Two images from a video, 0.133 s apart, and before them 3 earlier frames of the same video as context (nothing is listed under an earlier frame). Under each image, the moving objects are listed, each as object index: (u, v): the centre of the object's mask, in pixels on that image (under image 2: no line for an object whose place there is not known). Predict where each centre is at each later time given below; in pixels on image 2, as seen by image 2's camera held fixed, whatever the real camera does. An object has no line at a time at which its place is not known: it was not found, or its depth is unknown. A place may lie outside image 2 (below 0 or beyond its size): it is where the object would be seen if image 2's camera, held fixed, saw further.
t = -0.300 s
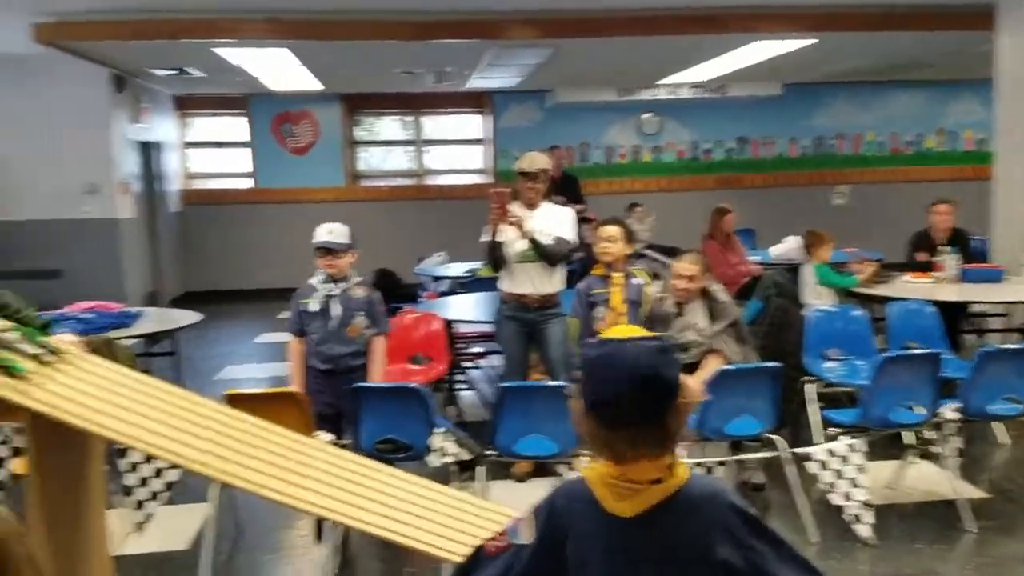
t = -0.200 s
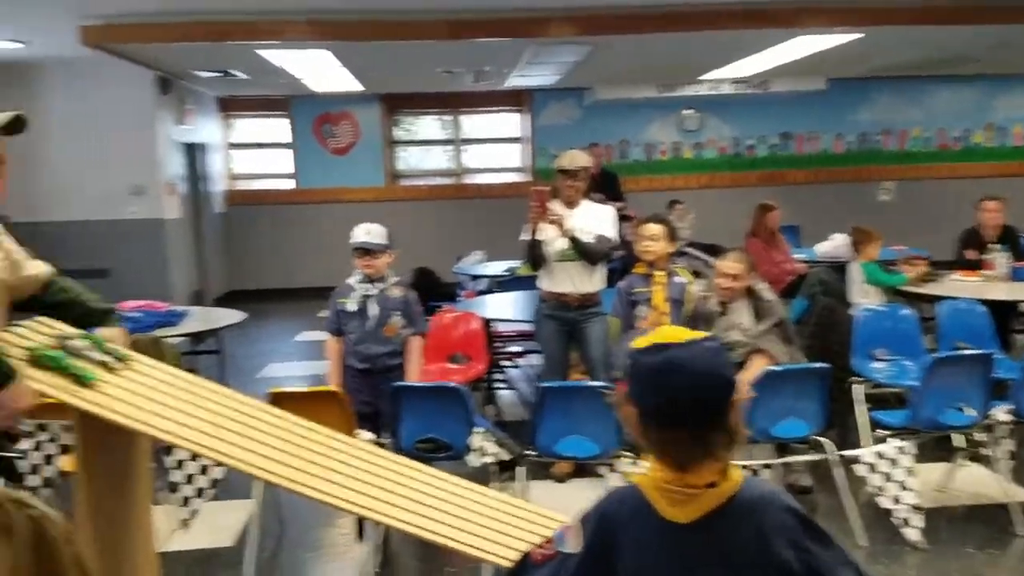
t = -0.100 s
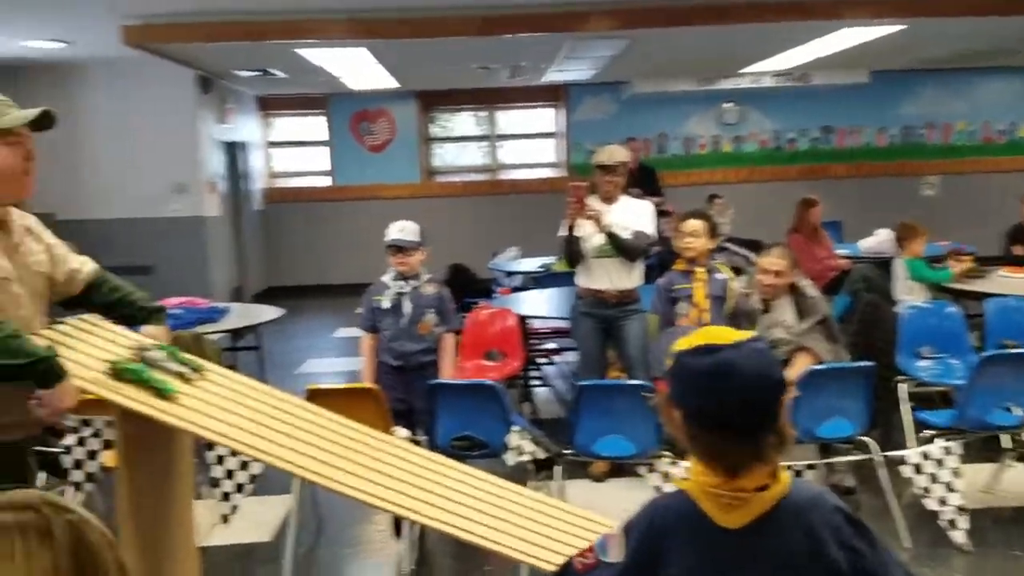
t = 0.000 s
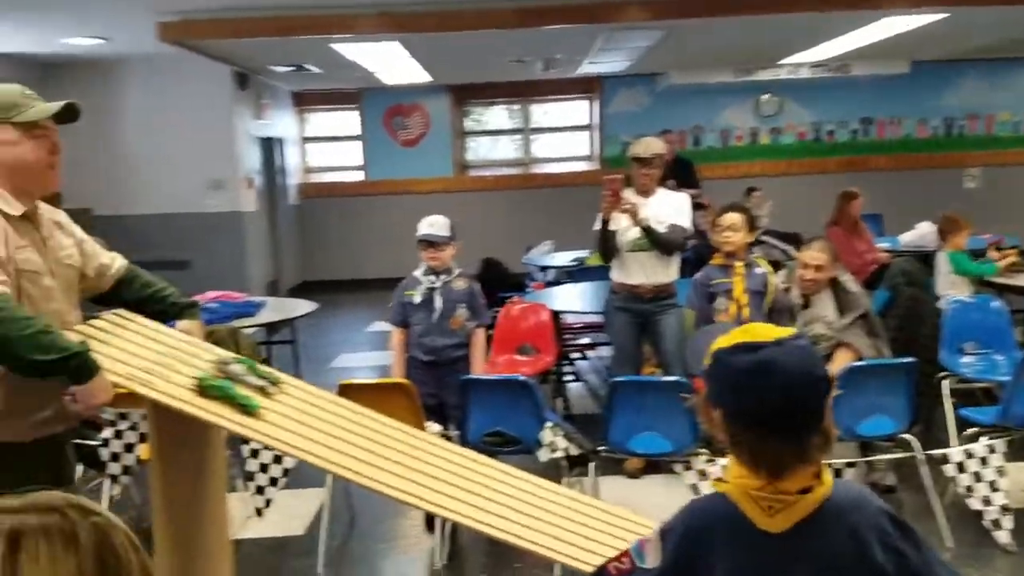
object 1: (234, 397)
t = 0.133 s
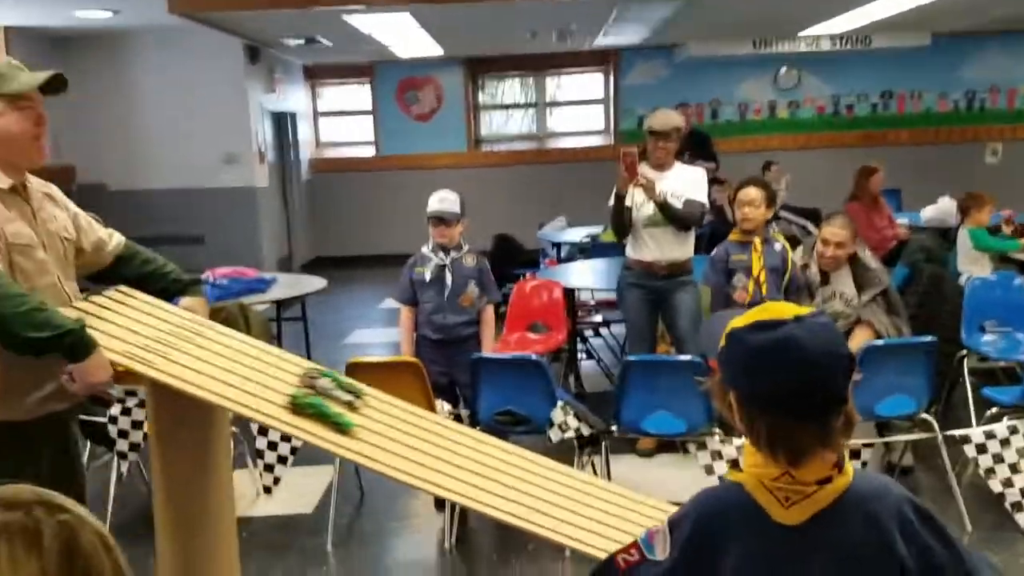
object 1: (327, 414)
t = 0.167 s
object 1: (352, 425)
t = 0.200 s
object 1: (380, 436)
